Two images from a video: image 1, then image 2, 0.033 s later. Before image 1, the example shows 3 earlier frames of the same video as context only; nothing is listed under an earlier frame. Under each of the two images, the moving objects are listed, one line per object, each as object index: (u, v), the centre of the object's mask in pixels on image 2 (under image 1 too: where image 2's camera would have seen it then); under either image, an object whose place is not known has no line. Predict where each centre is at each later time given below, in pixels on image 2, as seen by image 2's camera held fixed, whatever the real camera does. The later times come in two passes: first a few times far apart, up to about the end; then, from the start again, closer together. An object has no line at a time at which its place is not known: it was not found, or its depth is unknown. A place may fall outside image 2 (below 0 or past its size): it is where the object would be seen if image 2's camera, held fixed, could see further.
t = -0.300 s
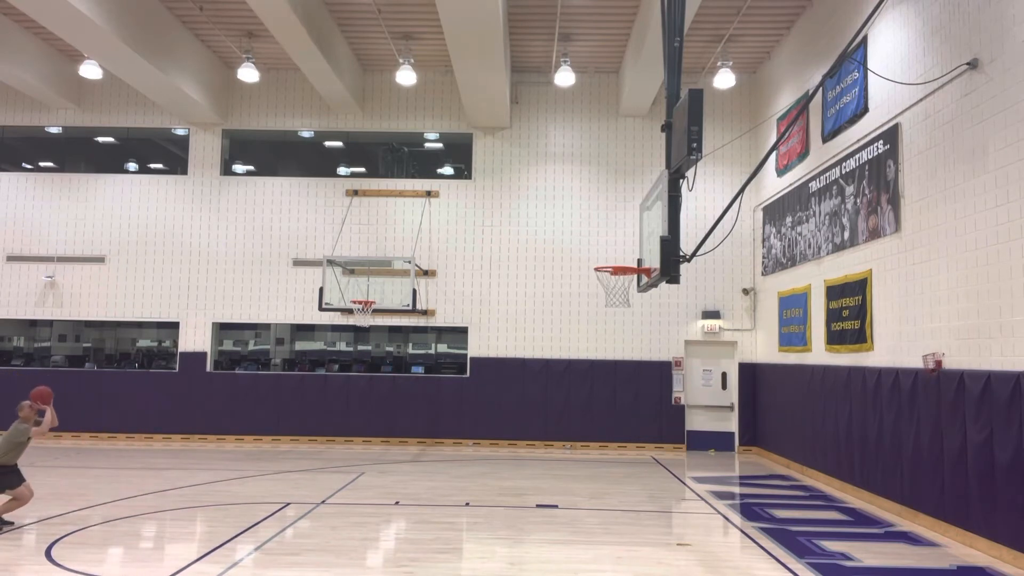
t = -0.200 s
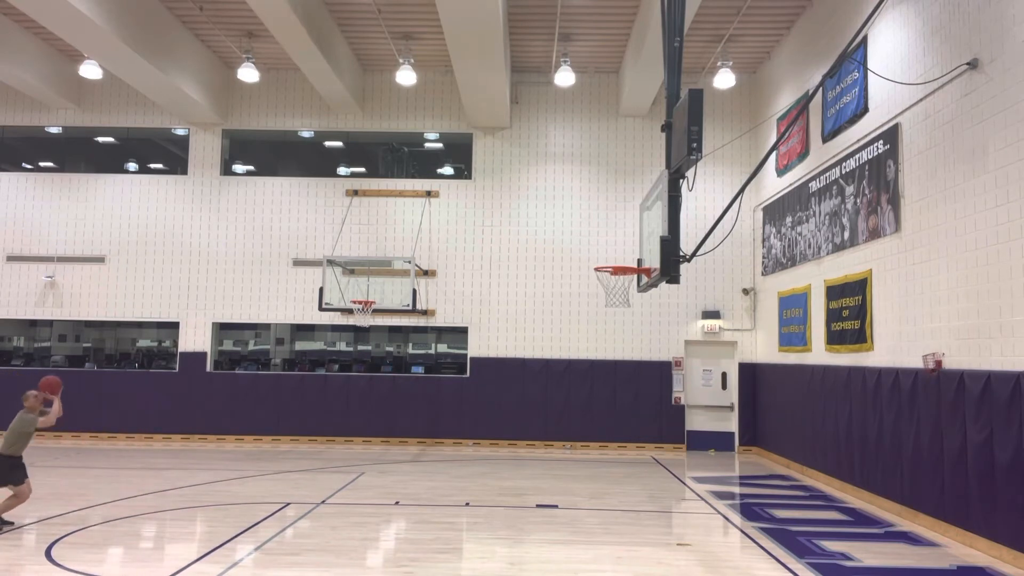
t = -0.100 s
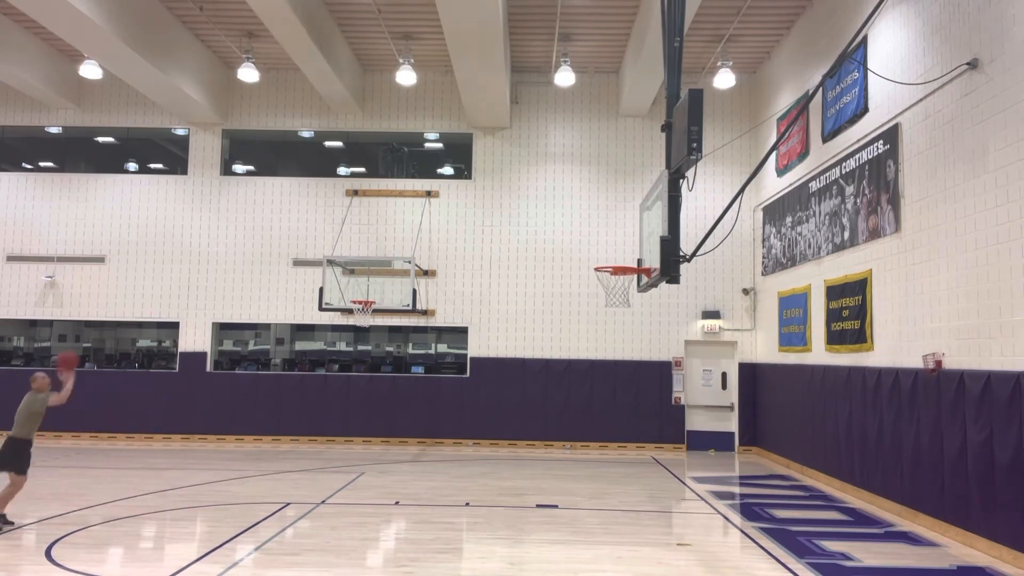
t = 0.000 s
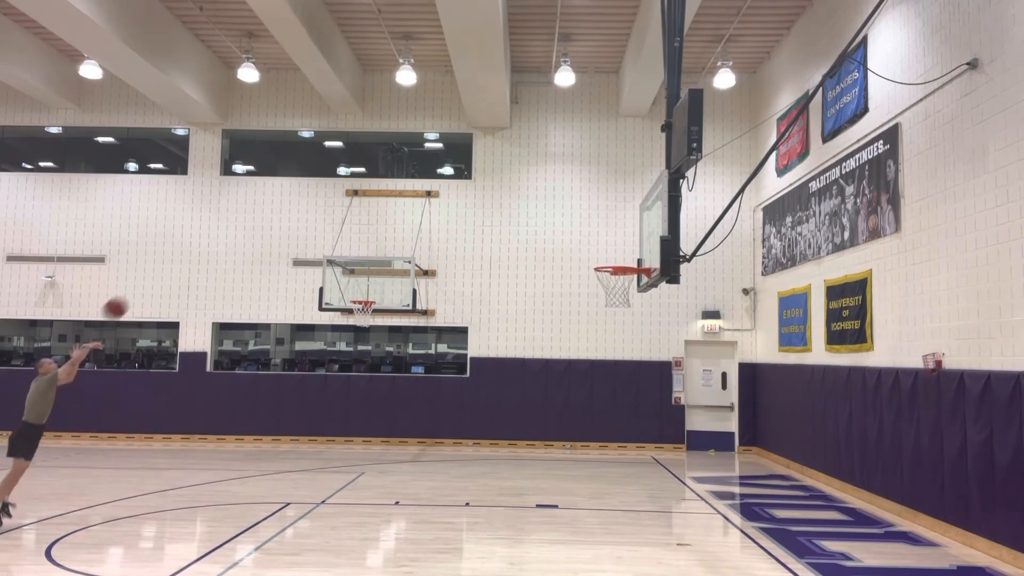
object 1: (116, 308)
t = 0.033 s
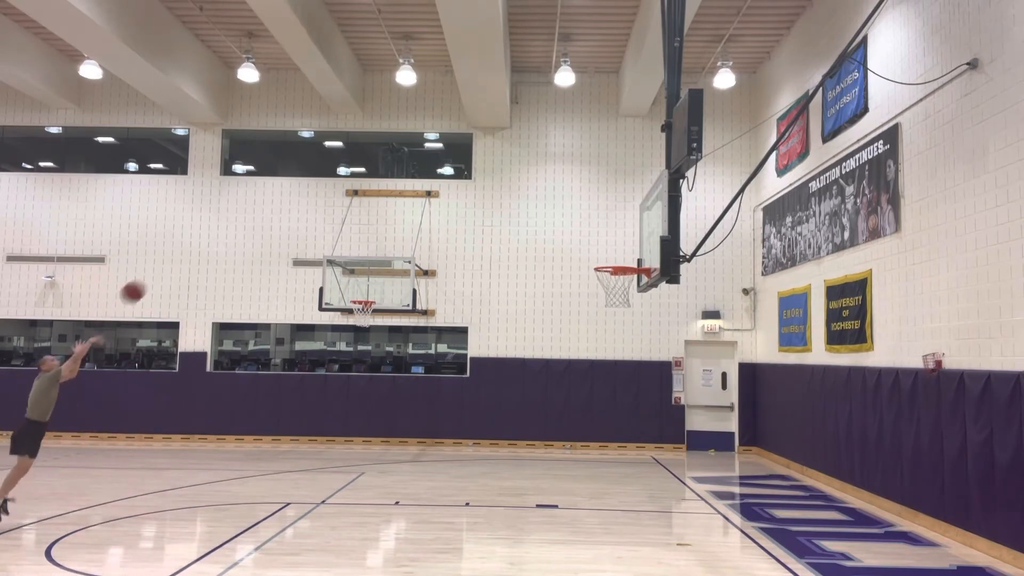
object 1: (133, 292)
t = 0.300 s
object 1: (269, 199)
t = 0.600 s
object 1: (410, 168)
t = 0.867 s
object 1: (528, 202)
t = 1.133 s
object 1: (627, 249)
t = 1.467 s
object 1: (596, 225)
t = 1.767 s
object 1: (547, 282)
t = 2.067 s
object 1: (492, 420)
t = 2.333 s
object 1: (456, 498)
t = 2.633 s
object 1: (449, 388)
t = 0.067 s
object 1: (150, 277)
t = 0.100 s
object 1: (168, 262)
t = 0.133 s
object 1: (185, 249)
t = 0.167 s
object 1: (202, 237)
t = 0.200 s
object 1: (219, 226)
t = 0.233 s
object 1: (236, 216)
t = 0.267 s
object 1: (252, 207)
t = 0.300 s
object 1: (269, 199)
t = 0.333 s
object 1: (285, 192)
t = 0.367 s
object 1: (301, 186)
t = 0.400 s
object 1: (317, 180)
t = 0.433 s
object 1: (332, 176)
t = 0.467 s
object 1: (349, 172)
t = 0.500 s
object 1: (365, 170)
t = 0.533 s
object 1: (379, 168)
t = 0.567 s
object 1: (394, 168)
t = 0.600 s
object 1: (410, 168)
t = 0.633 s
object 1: (424, 169)
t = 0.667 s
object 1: (439, 171)
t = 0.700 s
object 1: (456, 174)
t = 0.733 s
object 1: (470, 178)
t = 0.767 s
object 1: (484, 183)
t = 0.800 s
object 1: (499, 188)
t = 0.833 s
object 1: (514, 195)
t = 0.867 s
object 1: (528, 202)
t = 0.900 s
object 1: (542, 210)
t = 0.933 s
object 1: (557, 220)
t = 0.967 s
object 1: (572, 229)
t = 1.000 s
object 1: (586, 240)
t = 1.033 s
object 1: (600, 252)
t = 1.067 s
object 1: (613, 260)
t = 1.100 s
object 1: (620, 255)
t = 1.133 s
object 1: (627, 249)
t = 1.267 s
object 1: (628, 230)
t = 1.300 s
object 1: (622, 227)
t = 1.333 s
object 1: (617, 225)
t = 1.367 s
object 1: (612, 224)
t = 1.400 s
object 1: (607, 223)
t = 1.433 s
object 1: (601, 224)
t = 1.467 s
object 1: (596, 225)
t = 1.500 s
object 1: (591, 228)
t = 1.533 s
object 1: (585, 231)
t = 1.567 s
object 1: (580, 235)
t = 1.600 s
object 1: (574, 241)
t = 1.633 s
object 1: (569, 247)
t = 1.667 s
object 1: (563, 254)
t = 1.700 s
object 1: (558, 262)
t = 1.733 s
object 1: (552, 271)
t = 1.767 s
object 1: (547, 282)
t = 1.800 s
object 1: (541, 293)
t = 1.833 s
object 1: (535, 305)
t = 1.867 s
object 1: (529, 319)
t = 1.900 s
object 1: (523, 333)
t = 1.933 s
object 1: (517, 347)
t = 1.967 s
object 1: (511, 365)
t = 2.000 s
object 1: (504, 382)
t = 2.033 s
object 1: (499, 400)
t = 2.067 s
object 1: (492, 420)
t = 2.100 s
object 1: (486, 439)
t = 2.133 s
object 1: (480, 463)
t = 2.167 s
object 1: (473, 486)
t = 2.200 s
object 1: (467, 510)
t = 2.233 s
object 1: (460, 535)
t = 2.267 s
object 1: (457, 535)
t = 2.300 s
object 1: (456, 517)
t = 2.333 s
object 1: (456, 498)
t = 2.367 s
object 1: (455, 481)
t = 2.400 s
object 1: (455, 466)
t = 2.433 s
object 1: (454, 452)
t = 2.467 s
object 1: (453, 437)
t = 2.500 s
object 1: (452, 425)
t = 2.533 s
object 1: (451, 414)
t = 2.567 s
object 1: (451, 404)
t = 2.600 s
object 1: (450, 395)
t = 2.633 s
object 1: (449, 388)
